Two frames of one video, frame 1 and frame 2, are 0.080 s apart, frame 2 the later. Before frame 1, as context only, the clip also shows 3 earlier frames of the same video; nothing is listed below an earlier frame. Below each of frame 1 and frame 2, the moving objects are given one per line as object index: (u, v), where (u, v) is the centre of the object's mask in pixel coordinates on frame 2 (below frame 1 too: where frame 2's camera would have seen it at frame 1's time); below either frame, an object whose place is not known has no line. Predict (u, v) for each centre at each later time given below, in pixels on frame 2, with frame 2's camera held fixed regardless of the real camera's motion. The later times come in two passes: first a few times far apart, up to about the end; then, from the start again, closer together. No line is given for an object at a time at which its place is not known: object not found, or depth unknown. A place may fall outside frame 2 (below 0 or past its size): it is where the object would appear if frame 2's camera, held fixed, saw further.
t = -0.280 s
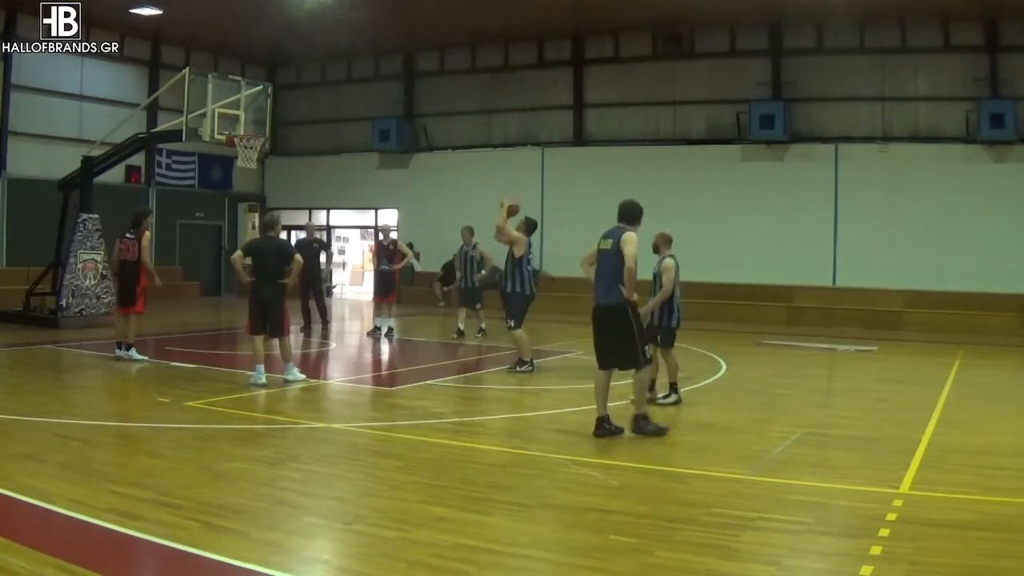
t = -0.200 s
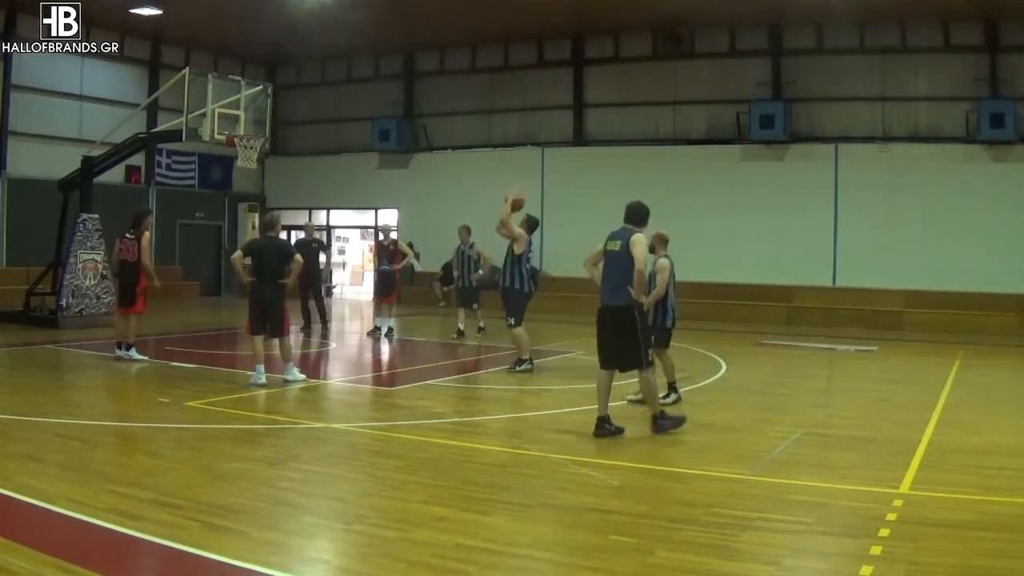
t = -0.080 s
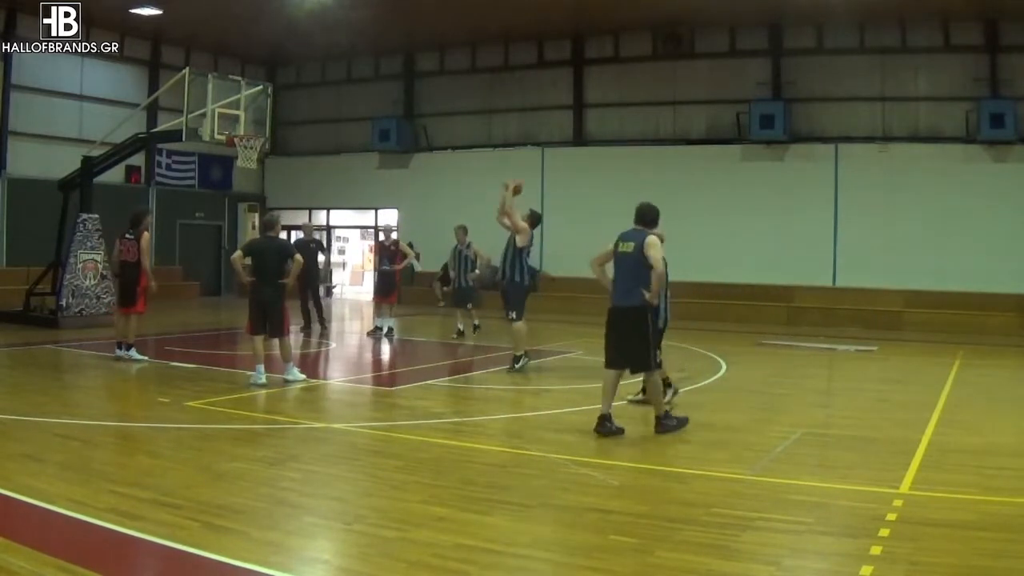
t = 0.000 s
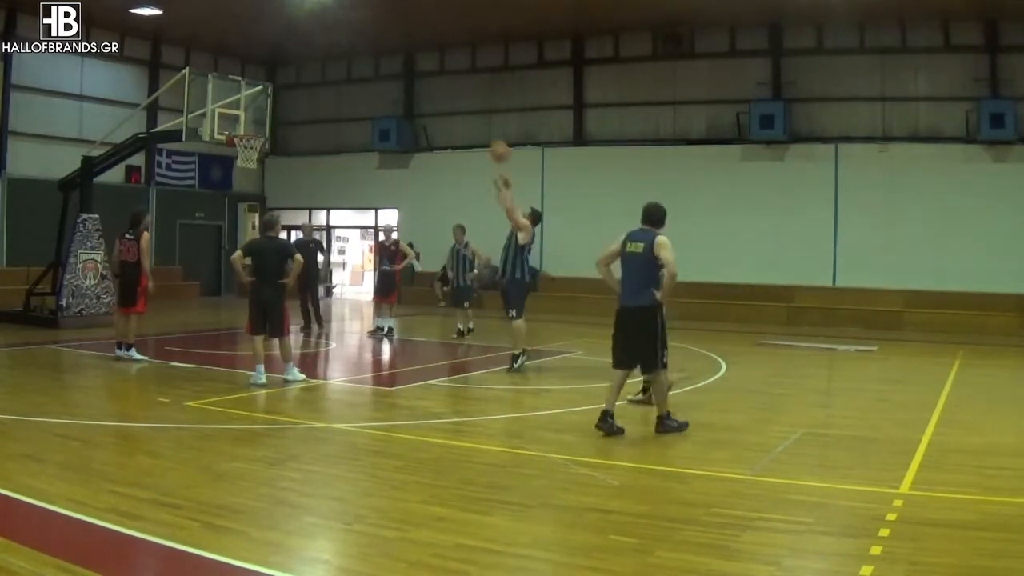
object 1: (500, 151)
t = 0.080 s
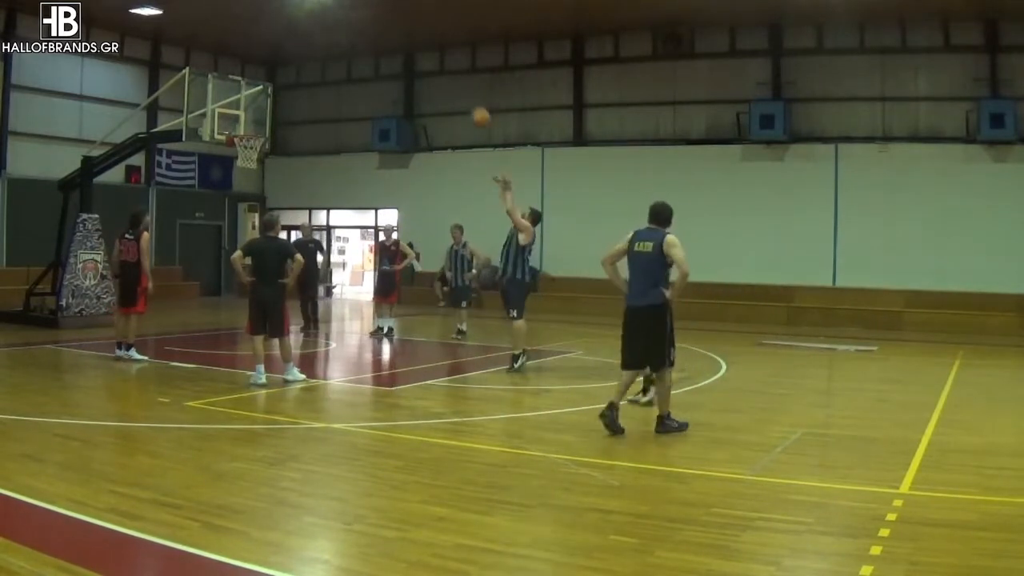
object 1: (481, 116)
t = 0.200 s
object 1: (452, 77)
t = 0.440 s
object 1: (399, 35)
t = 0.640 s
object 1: (359, 31)
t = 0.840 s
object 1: (319, 55)
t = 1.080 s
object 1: (274, 116)
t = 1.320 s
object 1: (306, 116)
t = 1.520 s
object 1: (346, 128)
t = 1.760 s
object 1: (392, 182)
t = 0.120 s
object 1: (471, 101)
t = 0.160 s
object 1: (461, 88)
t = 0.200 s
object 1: (452, 77)
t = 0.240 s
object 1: (443, 67)
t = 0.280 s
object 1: (434, 57)
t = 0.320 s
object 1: (425, 49)
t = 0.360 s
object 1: (416, 43)
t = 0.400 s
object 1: (408, 38)
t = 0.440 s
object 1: (399, 35)
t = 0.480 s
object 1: (391, 31)
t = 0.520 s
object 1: (383, 29)
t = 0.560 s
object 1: (375, 29)
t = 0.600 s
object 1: (367, 29)
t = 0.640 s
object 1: (359, 31)
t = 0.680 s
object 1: (351, 33)
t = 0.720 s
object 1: (342, 37)
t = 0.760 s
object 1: (335, 42)
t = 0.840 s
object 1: (319, 55)
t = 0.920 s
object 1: (304, 71)
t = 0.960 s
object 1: (296, 80)
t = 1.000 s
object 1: (289, 91)
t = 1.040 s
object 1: (281, 103)
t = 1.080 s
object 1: (274, 116)
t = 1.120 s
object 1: (267, 130)
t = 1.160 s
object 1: (275, 125)
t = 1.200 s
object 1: (282, 121)
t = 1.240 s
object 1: (290, 118)
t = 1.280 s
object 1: (298, 116)
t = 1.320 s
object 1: (306, 116)
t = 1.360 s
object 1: (314, 116)
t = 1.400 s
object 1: (322, 117)
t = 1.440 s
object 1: (330, 120)
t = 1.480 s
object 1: (338, 123)
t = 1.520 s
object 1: (346, 128)
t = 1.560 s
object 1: (354, 134)
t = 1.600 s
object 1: (362, 141)
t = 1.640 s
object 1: (370, 149)
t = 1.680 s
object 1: (378, 159)
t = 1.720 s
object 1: (385, 170)
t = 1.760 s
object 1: (392, 182)
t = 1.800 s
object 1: (402, 196)
